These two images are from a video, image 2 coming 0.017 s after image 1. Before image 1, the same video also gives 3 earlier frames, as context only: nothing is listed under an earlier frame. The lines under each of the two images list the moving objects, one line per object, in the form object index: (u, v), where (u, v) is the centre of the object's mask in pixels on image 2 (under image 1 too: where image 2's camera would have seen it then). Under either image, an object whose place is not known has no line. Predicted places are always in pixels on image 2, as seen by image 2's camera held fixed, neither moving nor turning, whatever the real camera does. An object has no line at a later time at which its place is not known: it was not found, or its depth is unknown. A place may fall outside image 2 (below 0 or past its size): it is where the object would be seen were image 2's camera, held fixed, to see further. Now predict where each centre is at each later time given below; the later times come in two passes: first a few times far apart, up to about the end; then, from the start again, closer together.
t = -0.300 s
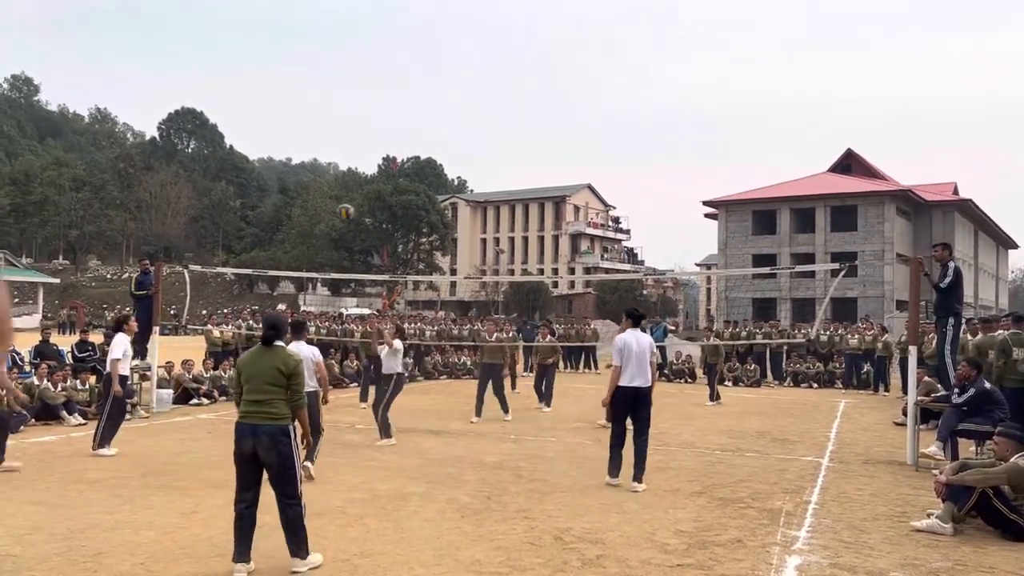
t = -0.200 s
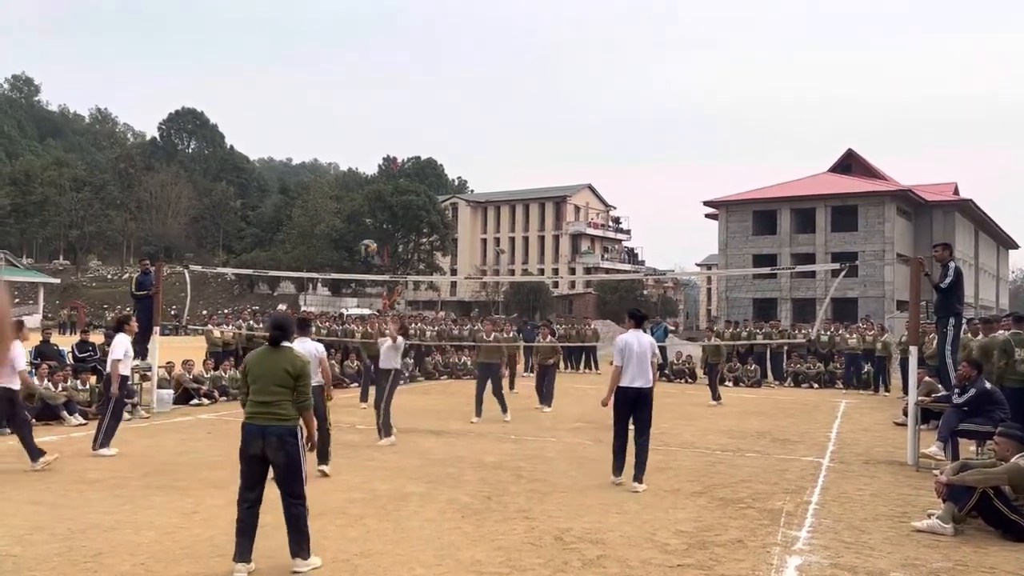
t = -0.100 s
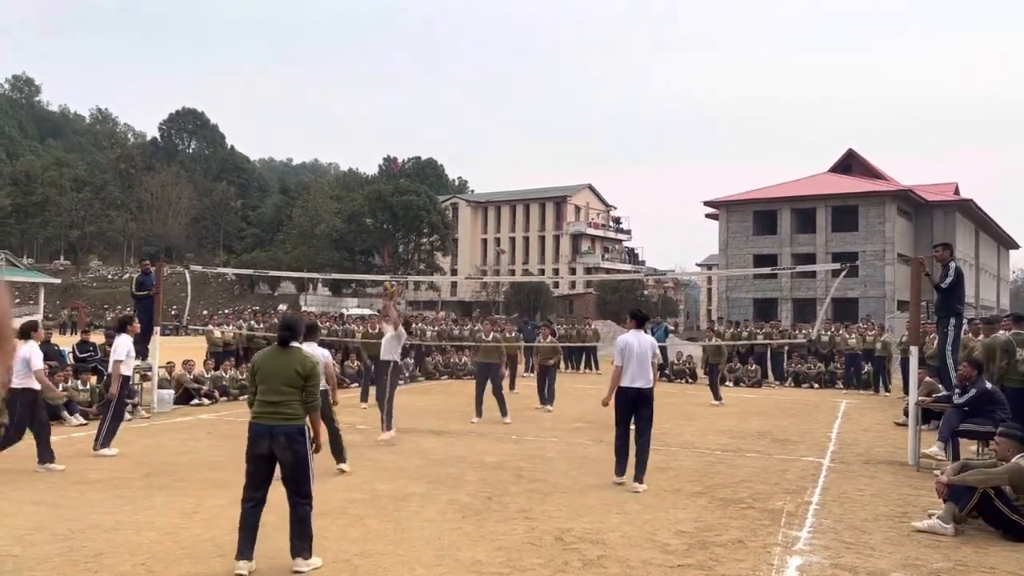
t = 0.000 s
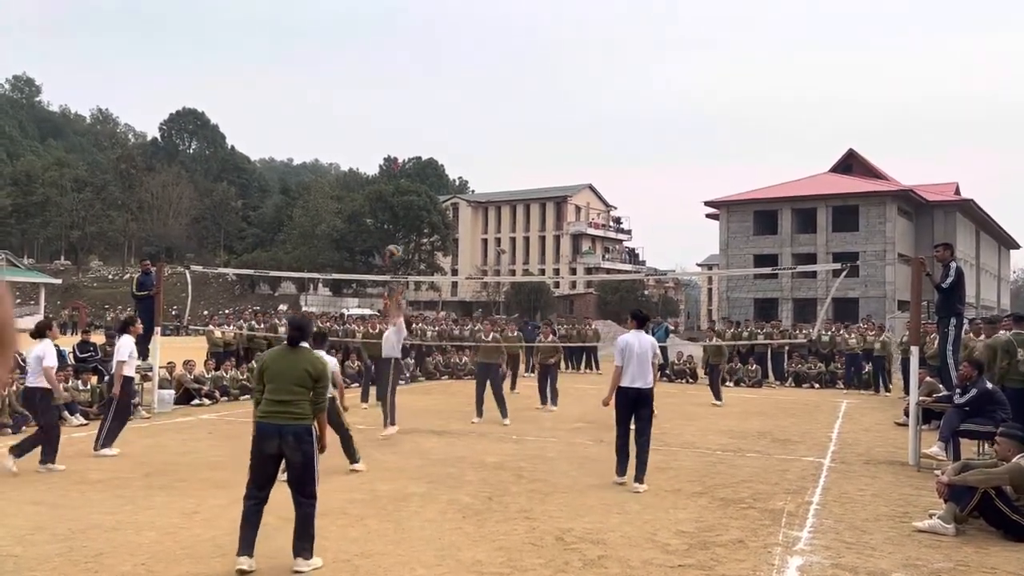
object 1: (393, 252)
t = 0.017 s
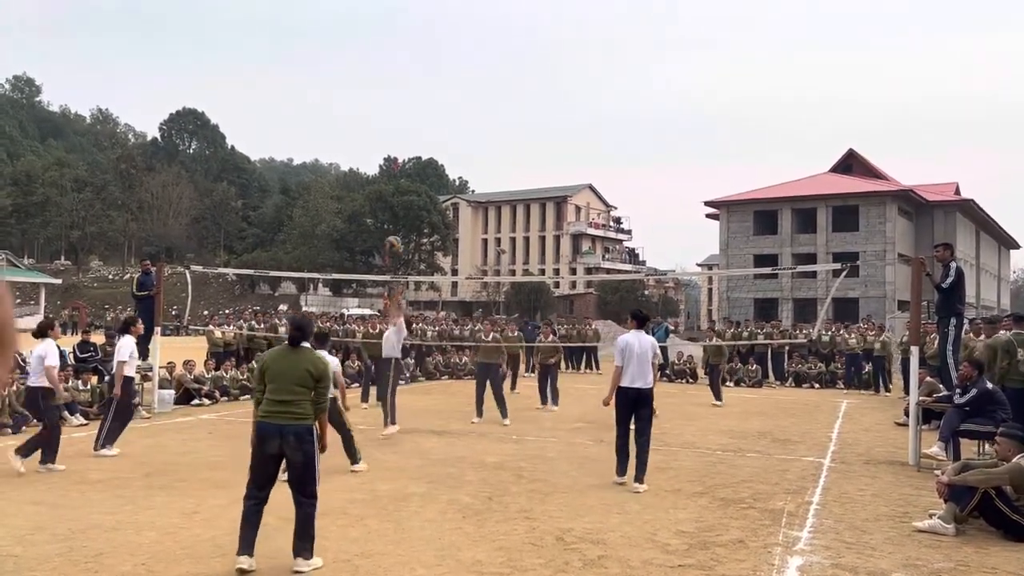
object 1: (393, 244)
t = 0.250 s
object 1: (388, 142)
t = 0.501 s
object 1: (382, 79)
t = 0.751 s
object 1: (374, 65)
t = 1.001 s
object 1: (365, 99)
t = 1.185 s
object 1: (358, 154)
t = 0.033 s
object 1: (392, 234)
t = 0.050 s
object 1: (392, 226)
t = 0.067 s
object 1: (392, 218)
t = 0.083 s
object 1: (392, 210)
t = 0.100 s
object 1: (392, 201)
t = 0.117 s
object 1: (391, 194)
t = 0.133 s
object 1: (391, 186)
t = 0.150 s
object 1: (390, 179)
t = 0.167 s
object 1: (390, 173)
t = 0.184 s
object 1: (390, 163)
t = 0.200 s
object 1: (389, 160)
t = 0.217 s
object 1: (388, 154)
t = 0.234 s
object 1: (388, 147)
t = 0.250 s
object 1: (388, 142)
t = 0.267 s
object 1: (387, 136)
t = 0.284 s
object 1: (387, 131)
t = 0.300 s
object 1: (387, 125)
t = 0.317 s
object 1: (386, 120)
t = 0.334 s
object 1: (386, 116)
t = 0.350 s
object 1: (385, 111)
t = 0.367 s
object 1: (385, 106)
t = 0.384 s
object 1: (385, 102)
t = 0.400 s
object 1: (384, 99)
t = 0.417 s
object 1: (384, 95)
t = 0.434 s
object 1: (383, 91)
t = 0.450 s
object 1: (383, 88)
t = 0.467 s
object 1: (383, 85)
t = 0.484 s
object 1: (382, 82)
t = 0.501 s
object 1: (382, 79)
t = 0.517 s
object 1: (381, 77)
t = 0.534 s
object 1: (381, 75)
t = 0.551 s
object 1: (381, 73)
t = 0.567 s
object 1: (380, 71)
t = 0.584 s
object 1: (380, 69)
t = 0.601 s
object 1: (379, 68)
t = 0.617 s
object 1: (379, 67)
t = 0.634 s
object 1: (378, 66)
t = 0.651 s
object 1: (377, 65)
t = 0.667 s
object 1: (377, 65)
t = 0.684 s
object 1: (376, 64)
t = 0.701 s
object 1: (376, 64)
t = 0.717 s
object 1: (375, 64)
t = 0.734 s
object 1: (375, 65)
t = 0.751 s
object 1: (374, 65)
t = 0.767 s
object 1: (374, 66)
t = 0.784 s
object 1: (373, 67)
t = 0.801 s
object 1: (373, 68)
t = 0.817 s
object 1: (372, 69)
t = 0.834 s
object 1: (372, 71)
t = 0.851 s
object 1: (371, 73)
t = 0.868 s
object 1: (371, 75)
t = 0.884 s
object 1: (370, 77)
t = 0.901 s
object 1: (369, 80)
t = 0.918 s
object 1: (369, 82)
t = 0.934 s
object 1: (368, 85)
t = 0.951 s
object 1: (367, 88)
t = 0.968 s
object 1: (367, 92)
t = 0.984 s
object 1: (366, 95)
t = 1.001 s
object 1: (365, 99)
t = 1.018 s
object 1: (365, 103)
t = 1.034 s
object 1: (364, 107)
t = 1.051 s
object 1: (364, 111)
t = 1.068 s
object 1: (363, 116)
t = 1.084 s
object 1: (363, 121)
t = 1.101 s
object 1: (362, 126)
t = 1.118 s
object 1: (361, 131)
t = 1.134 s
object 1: (360, 137)
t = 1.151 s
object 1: (360, 142)
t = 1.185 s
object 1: (358, 154)
